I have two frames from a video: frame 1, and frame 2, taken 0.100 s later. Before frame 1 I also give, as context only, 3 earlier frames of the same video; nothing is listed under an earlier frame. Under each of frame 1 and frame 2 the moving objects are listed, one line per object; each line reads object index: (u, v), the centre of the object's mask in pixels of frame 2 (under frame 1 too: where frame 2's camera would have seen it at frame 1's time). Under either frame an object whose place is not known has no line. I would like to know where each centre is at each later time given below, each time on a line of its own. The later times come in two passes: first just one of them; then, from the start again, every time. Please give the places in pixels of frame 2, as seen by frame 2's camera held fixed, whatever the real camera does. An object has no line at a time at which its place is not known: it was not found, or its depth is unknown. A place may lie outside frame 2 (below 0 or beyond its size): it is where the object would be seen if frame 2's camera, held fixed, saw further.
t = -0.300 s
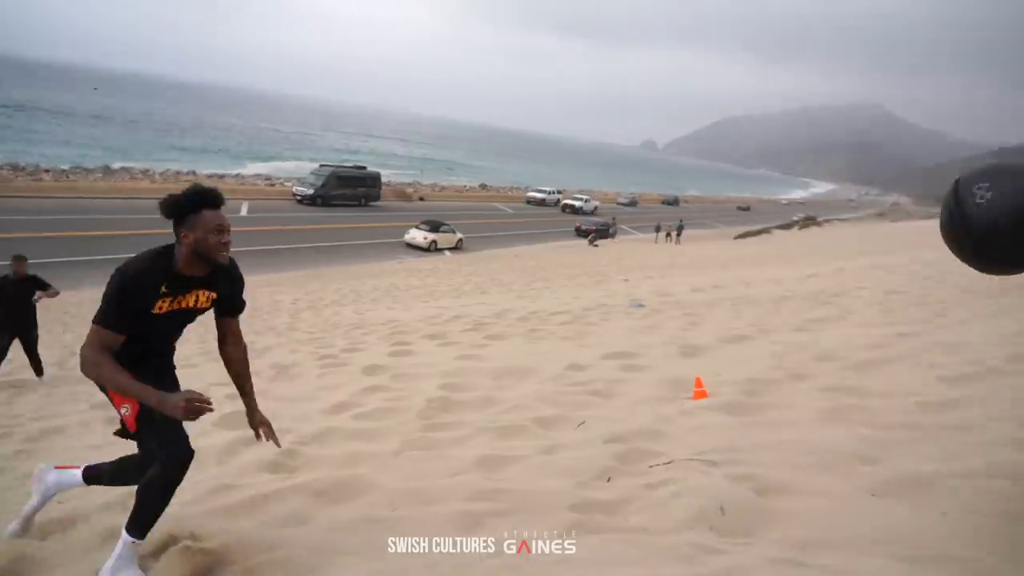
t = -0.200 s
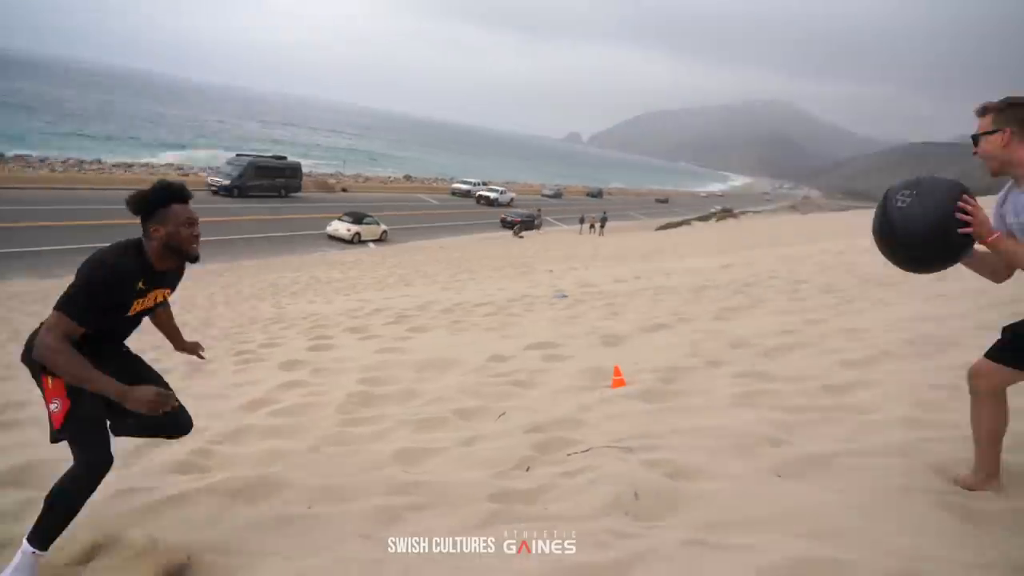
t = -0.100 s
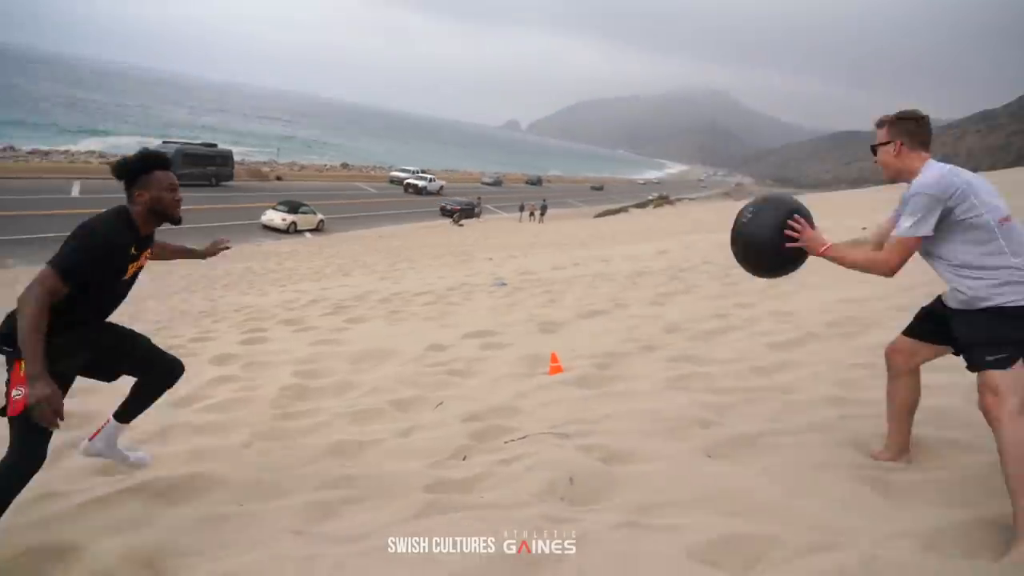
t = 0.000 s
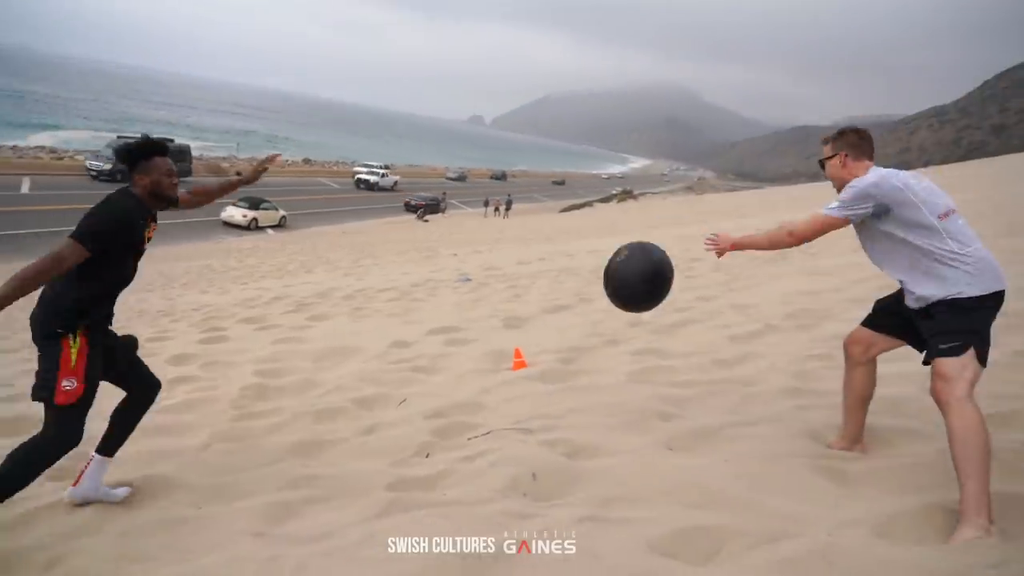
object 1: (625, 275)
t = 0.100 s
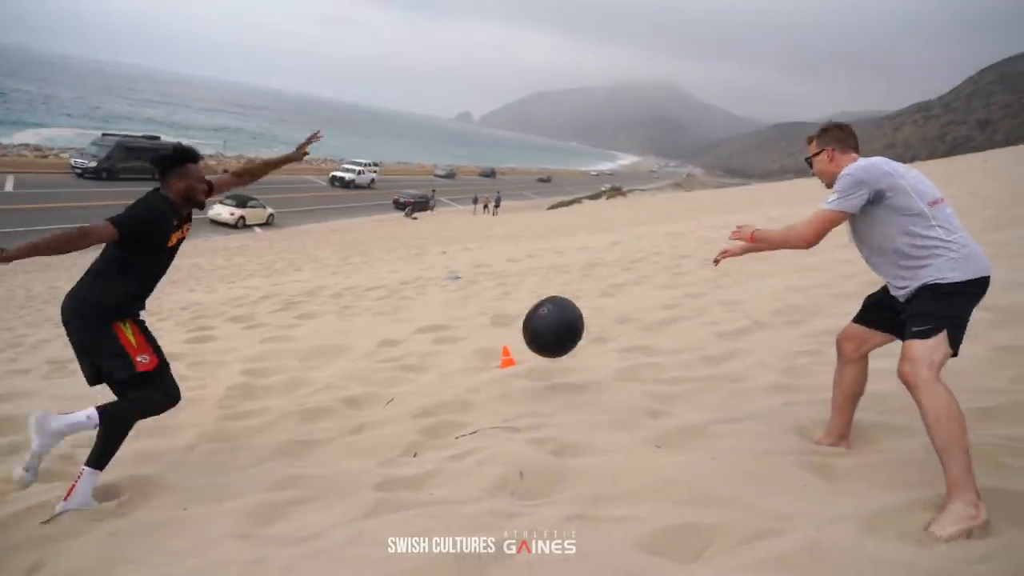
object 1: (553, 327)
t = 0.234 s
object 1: (488, 356)
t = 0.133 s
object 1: (533, 345)
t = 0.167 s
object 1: (513, 364)
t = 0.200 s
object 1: (499, 367)
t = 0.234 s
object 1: (488, 356)
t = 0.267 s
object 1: (477, 344)
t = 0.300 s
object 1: (465, 335)
